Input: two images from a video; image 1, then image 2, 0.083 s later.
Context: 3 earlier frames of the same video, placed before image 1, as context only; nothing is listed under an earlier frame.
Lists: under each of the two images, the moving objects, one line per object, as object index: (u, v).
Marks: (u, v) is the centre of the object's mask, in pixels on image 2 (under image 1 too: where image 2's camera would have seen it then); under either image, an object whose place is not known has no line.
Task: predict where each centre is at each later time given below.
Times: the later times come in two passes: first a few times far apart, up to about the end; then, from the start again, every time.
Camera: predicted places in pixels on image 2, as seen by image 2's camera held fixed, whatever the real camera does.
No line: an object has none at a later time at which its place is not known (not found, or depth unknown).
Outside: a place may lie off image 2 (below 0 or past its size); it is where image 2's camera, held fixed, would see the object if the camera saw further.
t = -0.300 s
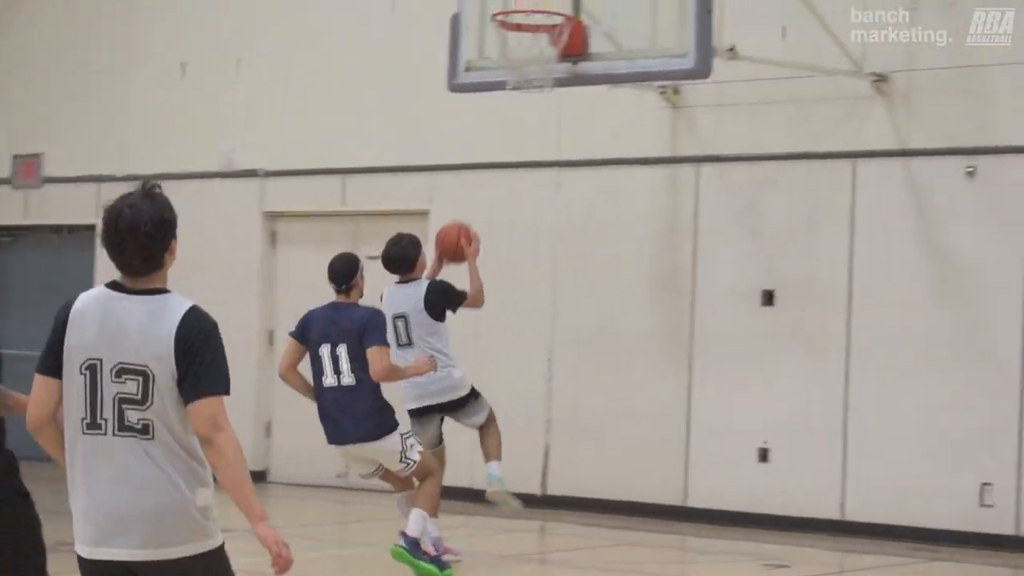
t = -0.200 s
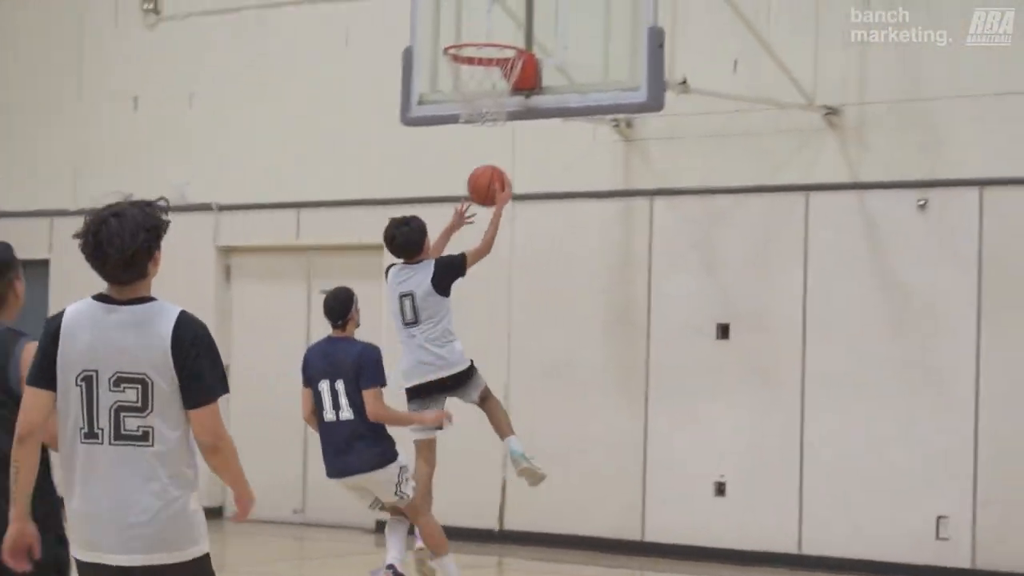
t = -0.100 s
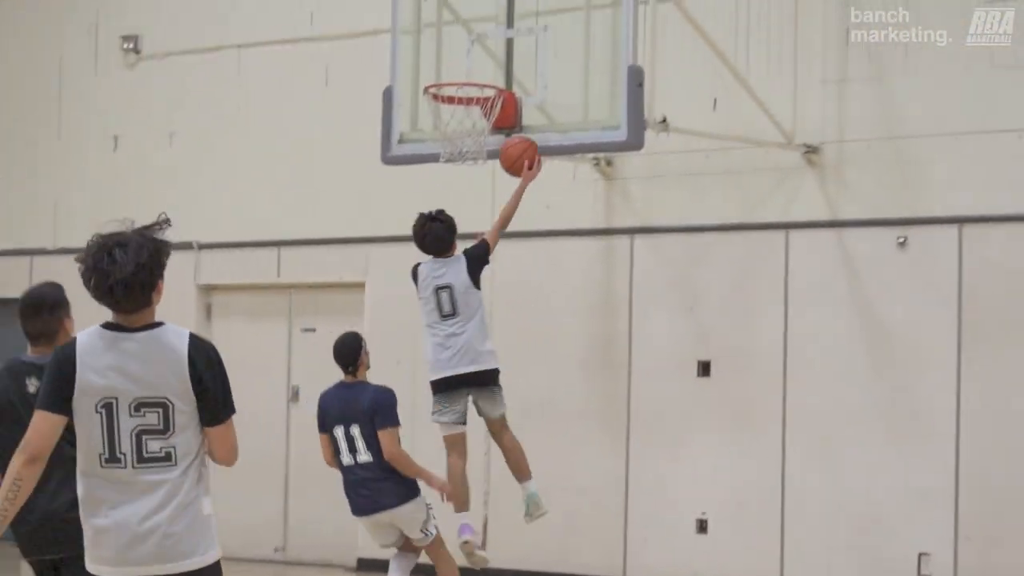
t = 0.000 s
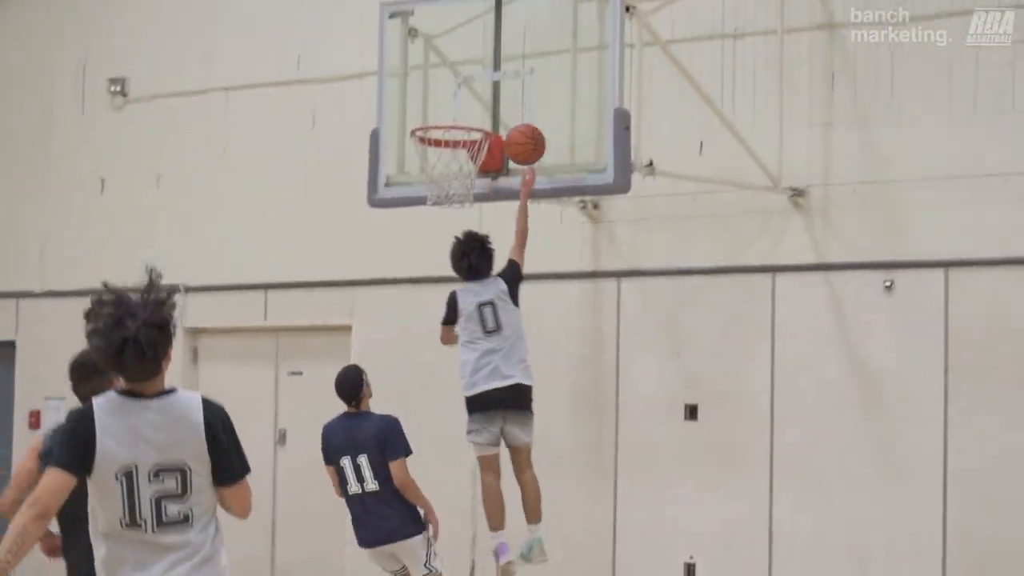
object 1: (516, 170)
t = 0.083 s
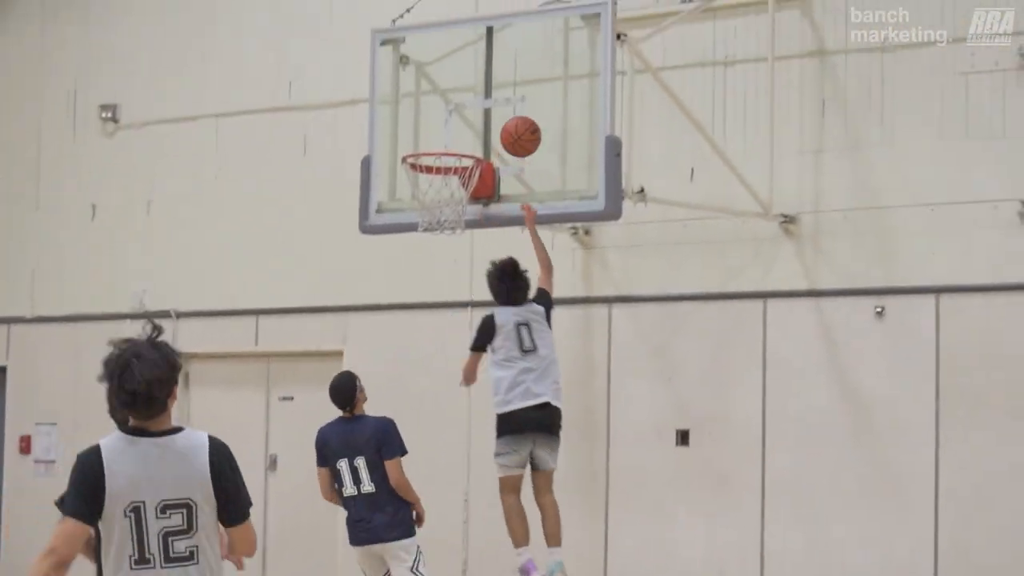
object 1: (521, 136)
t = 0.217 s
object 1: (515, 108)
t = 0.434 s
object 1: (471, 122)
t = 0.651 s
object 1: (441, 159)
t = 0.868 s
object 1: (430, 208)
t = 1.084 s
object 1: (446, 252)
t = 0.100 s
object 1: (521, 131)
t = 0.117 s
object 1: (522, 127)
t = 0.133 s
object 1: (523, 122)
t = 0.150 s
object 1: (524, 119)
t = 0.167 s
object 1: (524, 115)
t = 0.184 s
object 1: (521, 113)
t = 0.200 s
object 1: (518, 110)
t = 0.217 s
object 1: (515, 108)
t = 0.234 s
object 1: (512, 107)
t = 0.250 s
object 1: (508, 105)
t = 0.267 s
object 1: (505, 105)
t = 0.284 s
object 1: (502, 104)
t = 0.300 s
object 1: (498, 105)
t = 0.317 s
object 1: (495, 105)
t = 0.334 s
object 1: (492, 106)
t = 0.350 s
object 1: (489, 108)
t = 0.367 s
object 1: (485, 110)
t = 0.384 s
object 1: (482, 113)
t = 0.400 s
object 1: (479, 115)
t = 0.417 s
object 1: (476, 119)
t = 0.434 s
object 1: (471, 122)
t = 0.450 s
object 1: (468, 127)
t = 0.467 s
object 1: (465, 132)
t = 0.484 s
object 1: (462, 136)
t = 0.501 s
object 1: (459, 139)
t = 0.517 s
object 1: (457, 141)
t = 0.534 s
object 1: (455, 141)
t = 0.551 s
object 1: (453, 142)
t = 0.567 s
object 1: (451, 144)
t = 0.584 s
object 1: (450, 145)
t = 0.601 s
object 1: (448, 150)
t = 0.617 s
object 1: (446, 153)
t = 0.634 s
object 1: (443, 155)
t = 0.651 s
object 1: (441, 159)
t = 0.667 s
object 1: (440, 164)
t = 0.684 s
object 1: (438, 169)
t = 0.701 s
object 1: (436, 173)
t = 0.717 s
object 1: (433, 179)
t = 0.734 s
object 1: (432, 186)
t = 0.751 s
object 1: (430, 191)
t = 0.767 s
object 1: (429, 197)
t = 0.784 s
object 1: (428, 200)
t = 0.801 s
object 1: (428, 203)
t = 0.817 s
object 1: (428, 204)
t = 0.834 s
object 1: (428, 205)
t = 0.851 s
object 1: (429, 206)
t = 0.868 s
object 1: (430, 208)
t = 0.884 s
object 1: (431, 210)
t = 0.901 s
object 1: (432, 211)
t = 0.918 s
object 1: (433, 213)
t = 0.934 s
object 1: (434, 215)
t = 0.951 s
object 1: (435, 218)
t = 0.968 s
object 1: (436, 221)
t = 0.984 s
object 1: (438, 224)
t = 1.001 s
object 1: (439, 227)
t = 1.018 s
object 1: (441, 231)
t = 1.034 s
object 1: (442, 237)
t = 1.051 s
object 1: (444, 243)
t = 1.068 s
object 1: (445, 246)
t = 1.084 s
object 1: (446, 252)
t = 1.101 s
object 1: (448, 258)
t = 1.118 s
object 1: (449, 265)
